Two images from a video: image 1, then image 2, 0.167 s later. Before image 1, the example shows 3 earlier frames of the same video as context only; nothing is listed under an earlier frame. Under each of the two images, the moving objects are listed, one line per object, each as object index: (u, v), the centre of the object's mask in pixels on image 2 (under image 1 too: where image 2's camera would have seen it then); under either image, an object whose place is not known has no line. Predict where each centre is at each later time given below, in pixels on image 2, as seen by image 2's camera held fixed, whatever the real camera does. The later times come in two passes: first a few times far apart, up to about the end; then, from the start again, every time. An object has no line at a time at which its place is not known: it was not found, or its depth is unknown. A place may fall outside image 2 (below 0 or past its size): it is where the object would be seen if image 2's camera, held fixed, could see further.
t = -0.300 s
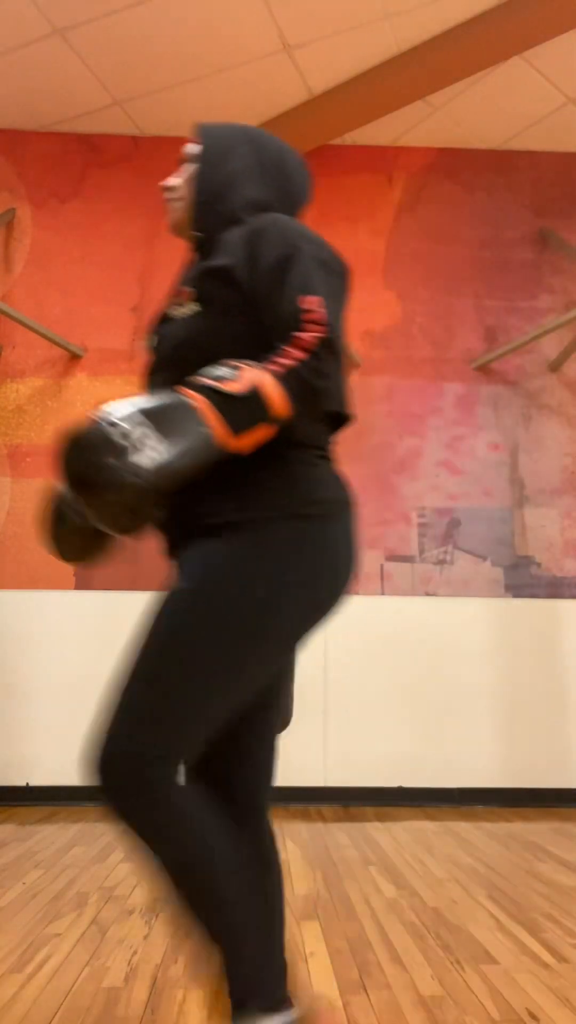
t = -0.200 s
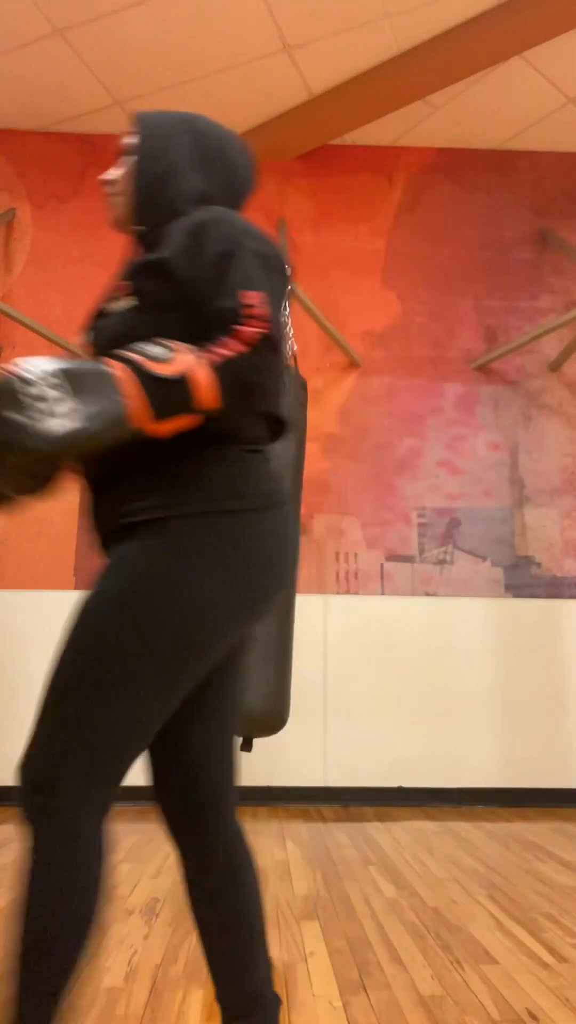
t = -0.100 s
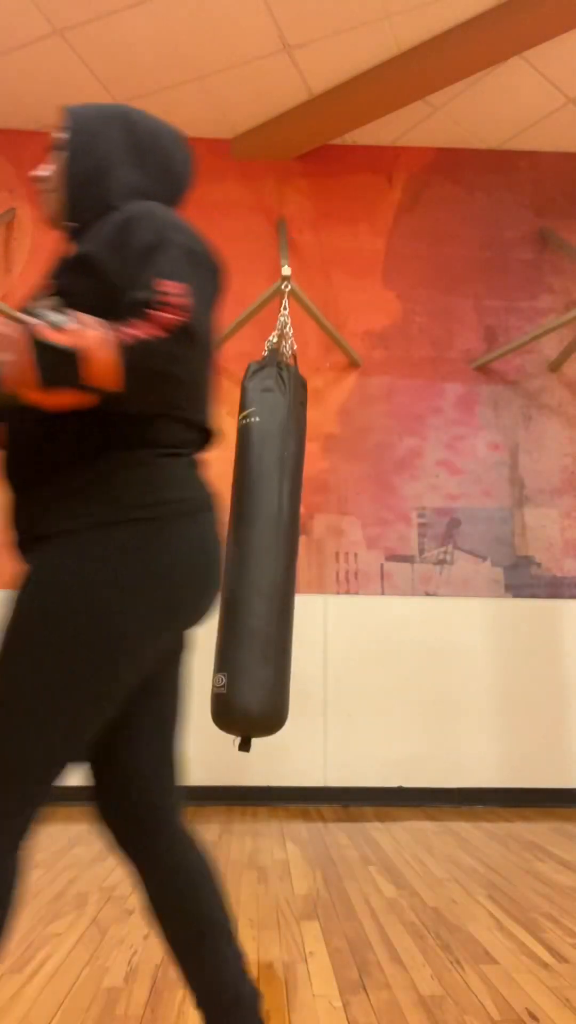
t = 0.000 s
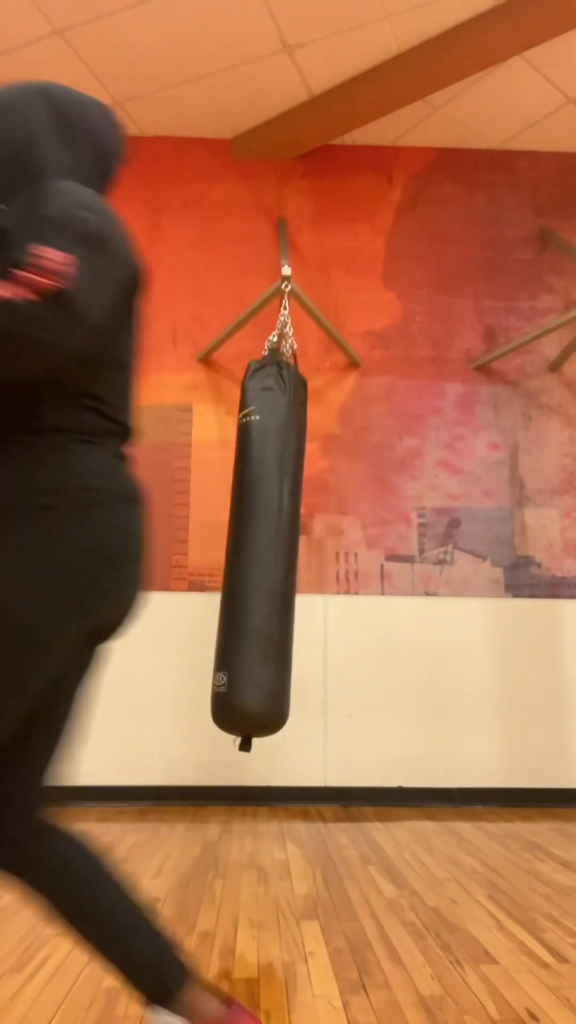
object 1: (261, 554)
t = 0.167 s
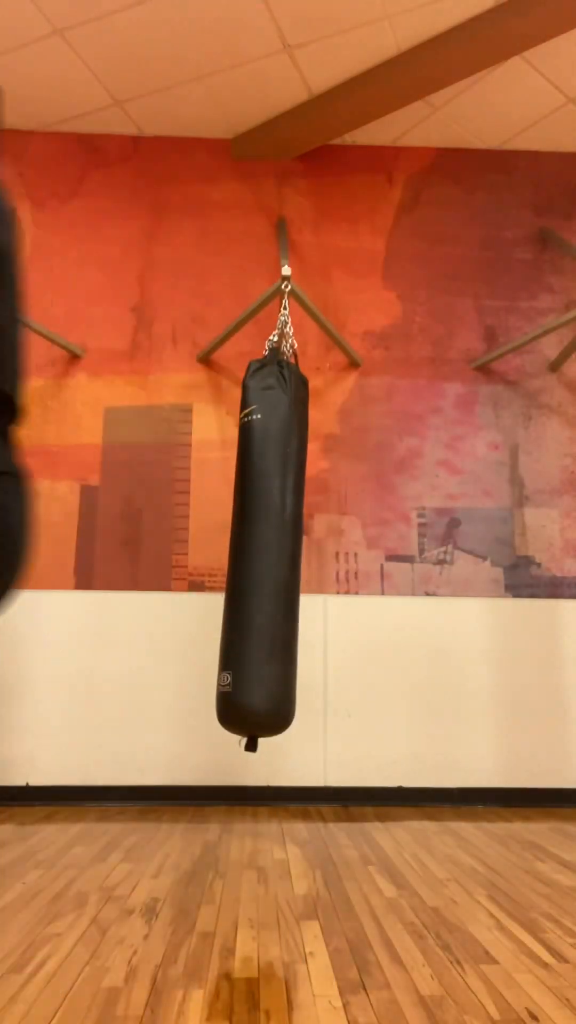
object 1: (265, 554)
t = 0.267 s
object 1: (268, 555)
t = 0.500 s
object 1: (280, 555)
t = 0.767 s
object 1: (293, 556)
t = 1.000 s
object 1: (300, 555)
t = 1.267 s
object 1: (301, 553)
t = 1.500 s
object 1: (296, 553)
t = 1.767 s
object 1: (285, 554)
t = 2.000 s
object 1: (275, 555)
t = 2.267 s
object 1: (265, 555)
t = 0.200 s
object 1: (266, 555)
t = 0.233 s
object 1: (267, 554)
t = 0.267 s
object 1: (268, 555)
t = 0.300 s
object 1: (270, 555)
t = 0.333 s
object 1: (271, 555)
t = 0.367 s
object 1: (273, 555)
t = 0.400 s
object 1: (275, 555)
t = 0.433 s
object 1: (276, 555)
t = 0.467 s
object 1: (278, 555)
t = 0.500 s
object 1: (280, 555)
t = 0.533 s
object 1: (282, 555)
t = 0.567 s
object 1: (284, 555)
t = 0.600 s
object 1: (285, 556)
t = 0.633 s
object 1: (287, 556)
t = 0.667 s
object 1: (288, 556)
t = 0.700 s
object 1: (290, 556)
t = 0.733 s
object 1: (292, 556)
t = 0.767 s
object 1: (293, 556)
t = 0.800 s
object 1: (294, 556)
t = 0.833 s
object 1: (296, 555)
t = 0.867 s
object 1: (297, 555)
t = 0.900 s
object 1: (298, 555)
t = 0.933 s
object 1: (299, 555)
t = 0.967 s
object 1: (299, 555)
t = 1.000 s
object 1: (300, 555)
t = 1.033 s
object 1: (301, 554)
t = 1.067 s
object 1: (301, 554)
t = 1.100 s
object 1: (301, 554)
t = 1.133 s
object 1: (301, 554)
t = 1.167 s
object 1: (302, 554)
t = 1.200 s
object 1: (301, 554)
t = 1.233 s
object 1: (301, 553)
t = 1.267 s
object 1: (301, 553)
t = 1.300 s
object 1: (301, 553)
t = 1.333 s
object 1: (300, 553)
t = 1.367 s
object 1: (299, 553)
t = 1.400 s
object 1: (299, 553)
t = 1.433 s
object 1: (298, 553)
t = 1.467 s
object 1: (297, 553)
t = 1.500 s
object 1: (296, 553)
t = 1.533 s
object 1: (295, 553)
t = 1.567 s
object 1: (294, 553)
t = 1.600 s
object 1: (292, 553)
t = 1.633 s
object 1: (291, 554)
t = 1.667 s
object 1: (290, 554)
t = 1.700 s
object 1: (288, 554)
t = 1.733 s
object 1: (287, 554)
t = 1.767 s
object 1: (285, 554)
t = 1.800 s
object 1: (284, 554)
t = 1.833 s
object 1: (282, 554)
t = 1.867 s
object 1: (281, 554)
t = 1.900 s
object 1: (279, 554)
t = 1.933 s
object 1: (278, 554)
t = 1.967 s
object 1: (276, 555)
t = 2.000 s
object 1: (275, 555)
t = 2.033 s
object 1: (273, 555)
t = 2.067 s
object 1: (272, 555)
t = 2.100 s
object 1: (270, 555)
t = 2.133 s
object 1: (269, 555)
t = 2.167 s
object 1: (268, 555)
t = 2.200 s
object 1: (267, 555)
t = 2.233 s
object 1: (266, 555)
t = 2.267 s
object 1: (265, 555)
